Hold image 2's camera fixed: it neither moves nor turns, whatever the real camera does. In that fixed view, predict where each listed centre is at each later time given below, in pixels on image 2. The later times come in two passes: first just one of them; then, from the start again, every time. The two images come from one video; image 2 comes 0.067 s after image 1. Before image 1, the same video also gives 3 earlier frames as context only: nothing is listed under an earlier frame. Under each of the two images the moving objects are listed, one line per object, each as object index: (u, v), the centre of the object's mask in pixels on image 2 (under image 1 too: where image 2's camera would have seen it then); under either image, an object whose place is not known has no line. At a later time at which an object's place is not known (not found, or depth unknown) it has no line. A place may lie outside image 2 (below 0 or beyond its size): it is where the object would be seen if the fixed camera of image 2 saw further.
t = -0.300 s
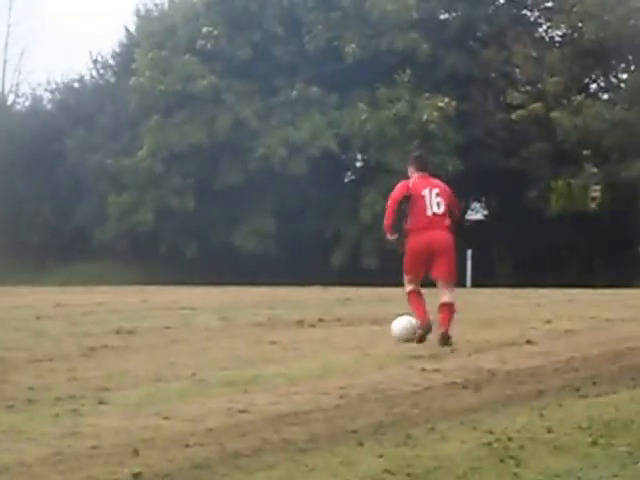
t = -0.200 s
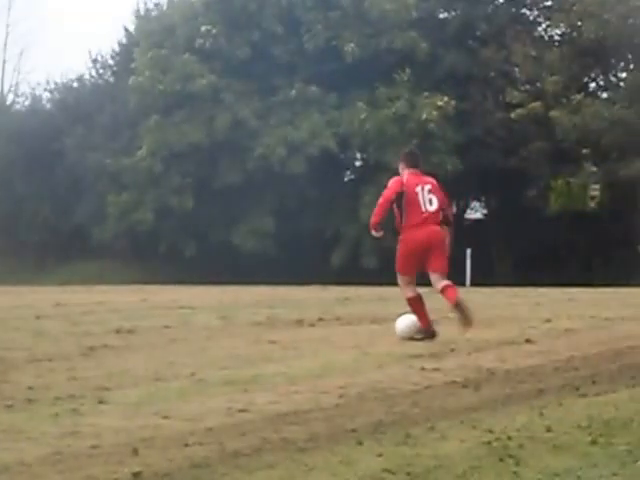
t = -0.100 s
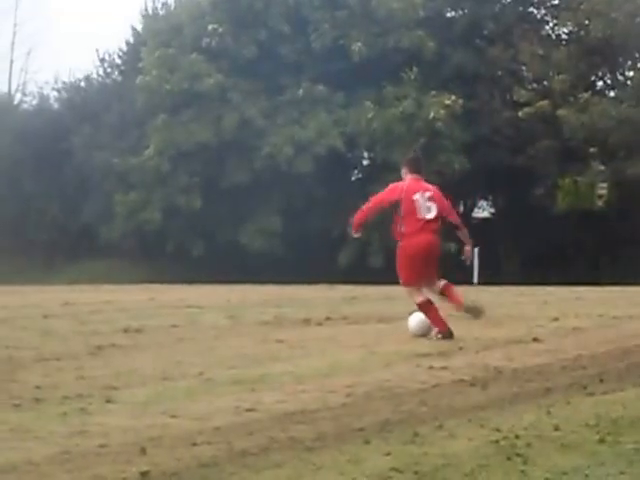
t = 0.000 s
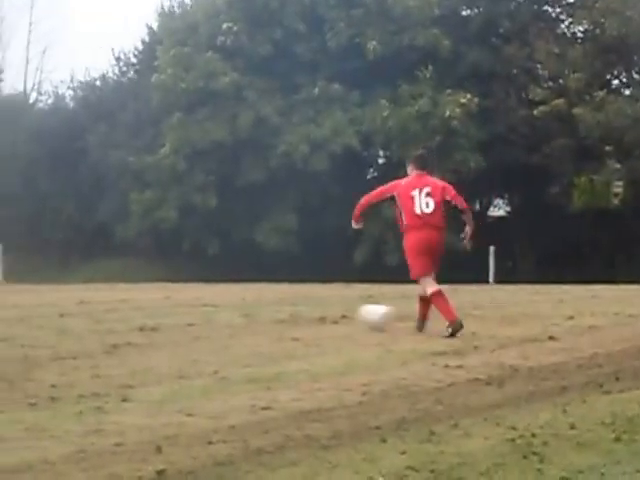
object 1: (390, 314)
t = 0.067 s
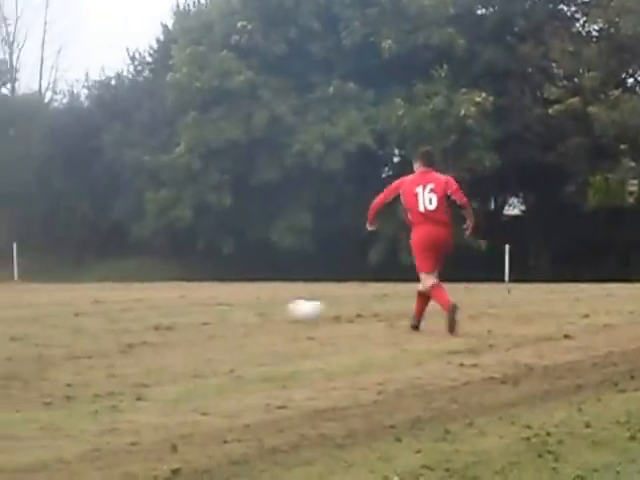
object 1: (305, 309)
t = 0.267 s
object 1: (84, 311)
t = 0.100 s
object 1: (263, 309)
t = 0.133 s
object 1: (222, 310)
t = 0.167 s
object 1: (182, 312)
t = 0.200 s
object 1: (147, 312)
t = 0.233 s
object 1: (116, 312)
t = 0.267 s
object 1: (84, 311)
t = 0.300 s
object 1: (52, 310)
